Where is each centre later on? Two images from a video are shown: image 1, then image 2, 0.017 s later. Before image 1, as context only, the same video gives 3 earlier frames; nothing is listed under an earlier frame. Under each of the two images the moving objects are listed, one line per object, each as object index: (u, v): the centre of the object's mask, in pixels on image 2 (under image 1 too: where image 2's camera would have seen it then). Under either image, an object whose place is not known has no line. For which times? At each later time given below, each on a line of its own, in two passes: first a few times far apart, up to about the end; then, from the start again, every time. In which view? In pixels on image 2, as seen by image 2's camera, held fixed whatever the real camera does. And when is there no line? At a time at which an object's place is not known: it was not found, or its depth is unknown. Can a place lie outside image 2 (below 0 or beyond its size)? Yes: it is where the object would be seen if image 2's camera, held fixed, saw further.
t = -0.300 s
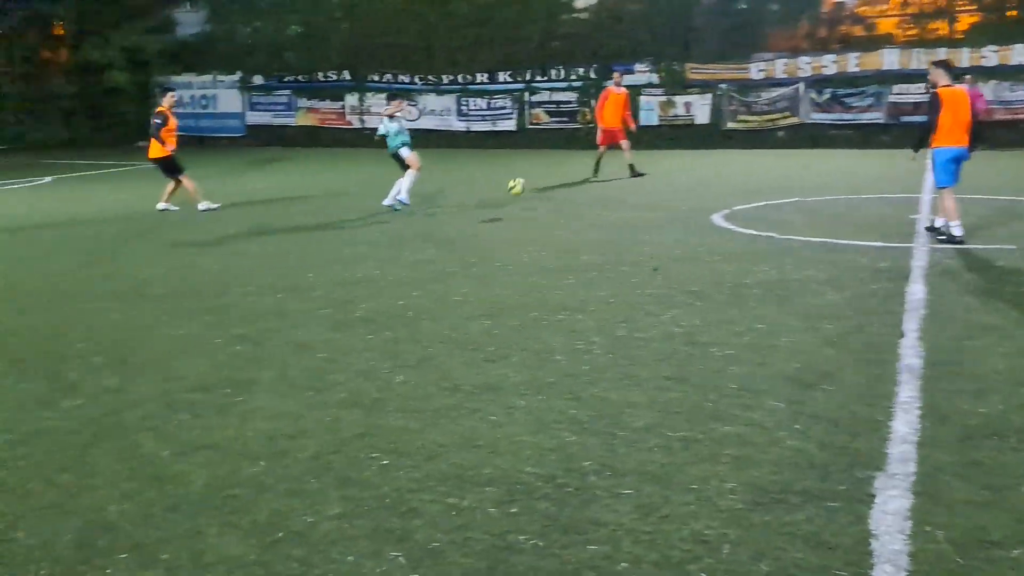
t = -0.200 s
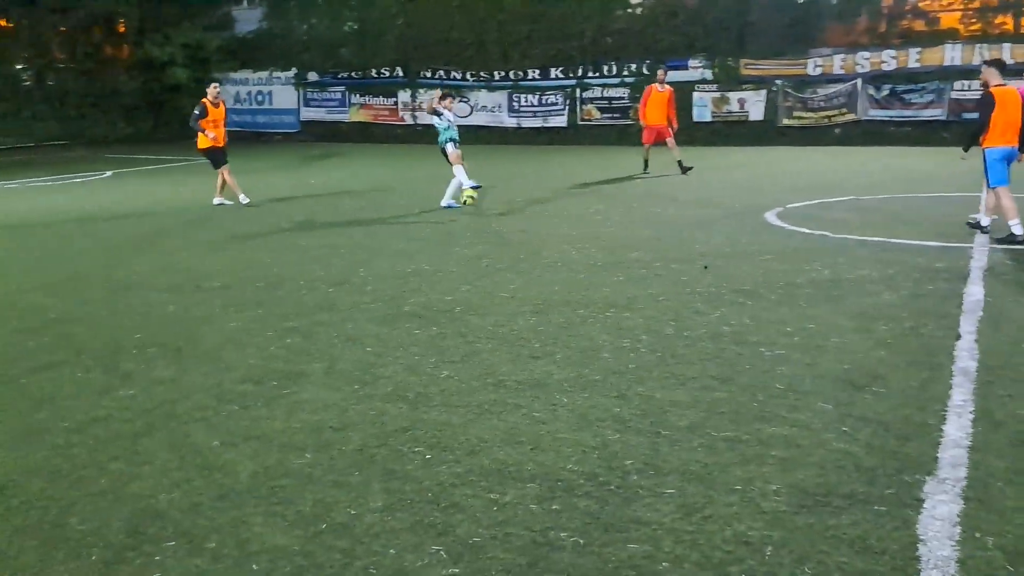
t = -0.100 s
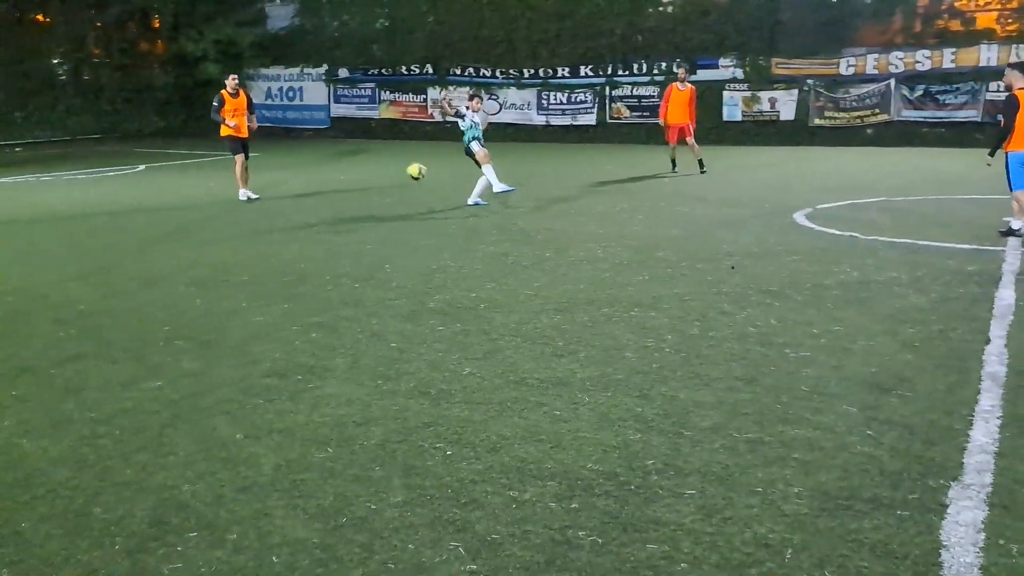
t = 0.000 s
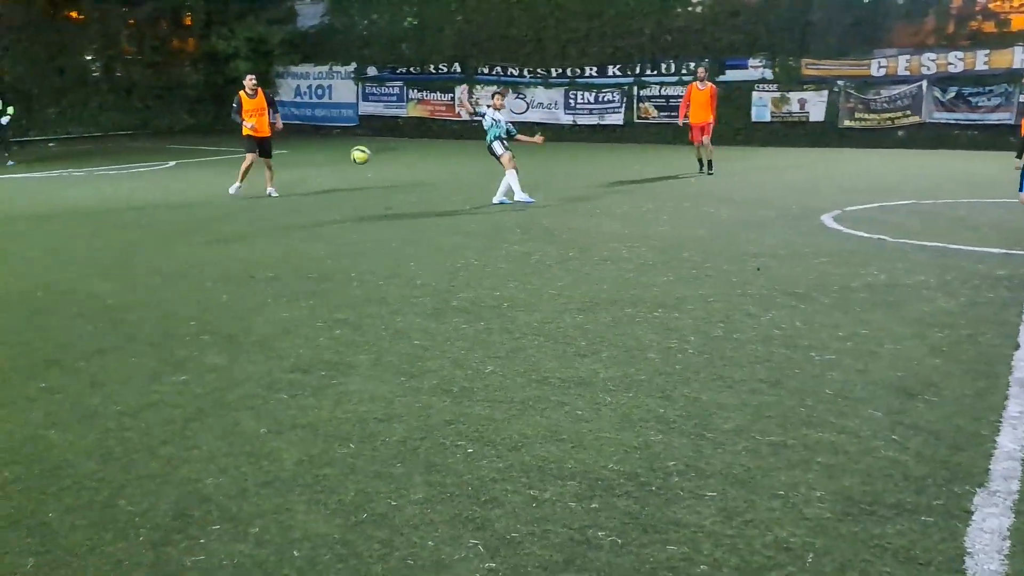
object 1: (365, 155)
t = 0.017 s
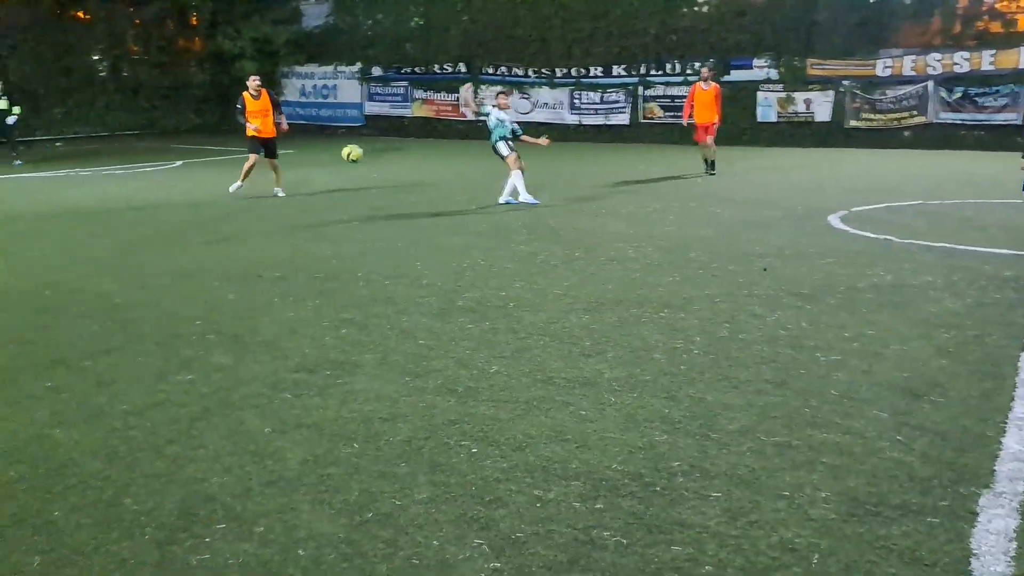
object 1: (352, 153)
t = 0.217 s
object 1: (183, 155)
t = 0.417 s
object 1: (2, 200)
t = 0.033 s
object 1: (339, 152)
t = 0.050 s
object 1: (323, 150)
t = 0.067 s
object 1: (310, 149)
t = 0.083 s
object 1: (296, 149)
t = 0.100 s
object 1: (282, 149)
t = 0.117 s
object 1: (268, 149)
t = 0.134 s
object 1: (254, 149)
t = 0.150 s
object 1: (238, 149)
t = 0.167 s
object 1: (226, 151)
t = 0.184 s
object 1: (210, 152)
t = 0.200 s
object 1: (196, 153)
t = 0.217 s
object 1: (183, 155)
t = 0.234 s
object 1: (167, 156)
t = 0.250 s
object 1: (150, 159)
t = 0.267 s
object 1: (137, 163)
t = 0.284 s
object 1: (122, 164)
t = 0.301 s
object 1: (106, 168)
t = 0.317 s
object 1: (92, 172)
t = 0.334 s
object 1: (77, 176)
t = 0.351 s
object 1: (61, 182)
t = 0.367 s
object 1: (50, 186)
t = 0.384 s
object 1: (33, 189)
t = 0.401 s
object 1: (16, 195)
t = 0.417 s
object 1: (2, 200)
